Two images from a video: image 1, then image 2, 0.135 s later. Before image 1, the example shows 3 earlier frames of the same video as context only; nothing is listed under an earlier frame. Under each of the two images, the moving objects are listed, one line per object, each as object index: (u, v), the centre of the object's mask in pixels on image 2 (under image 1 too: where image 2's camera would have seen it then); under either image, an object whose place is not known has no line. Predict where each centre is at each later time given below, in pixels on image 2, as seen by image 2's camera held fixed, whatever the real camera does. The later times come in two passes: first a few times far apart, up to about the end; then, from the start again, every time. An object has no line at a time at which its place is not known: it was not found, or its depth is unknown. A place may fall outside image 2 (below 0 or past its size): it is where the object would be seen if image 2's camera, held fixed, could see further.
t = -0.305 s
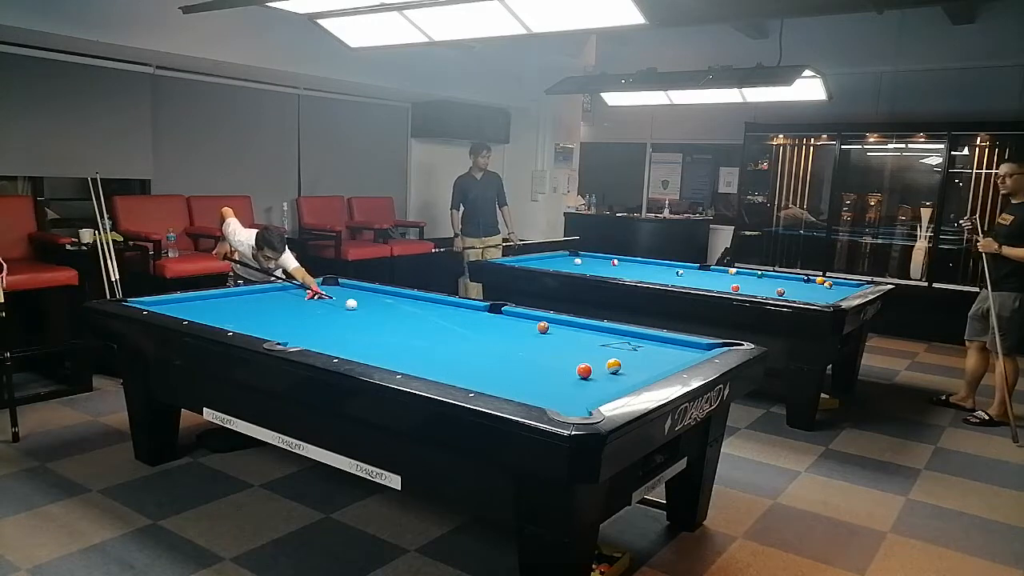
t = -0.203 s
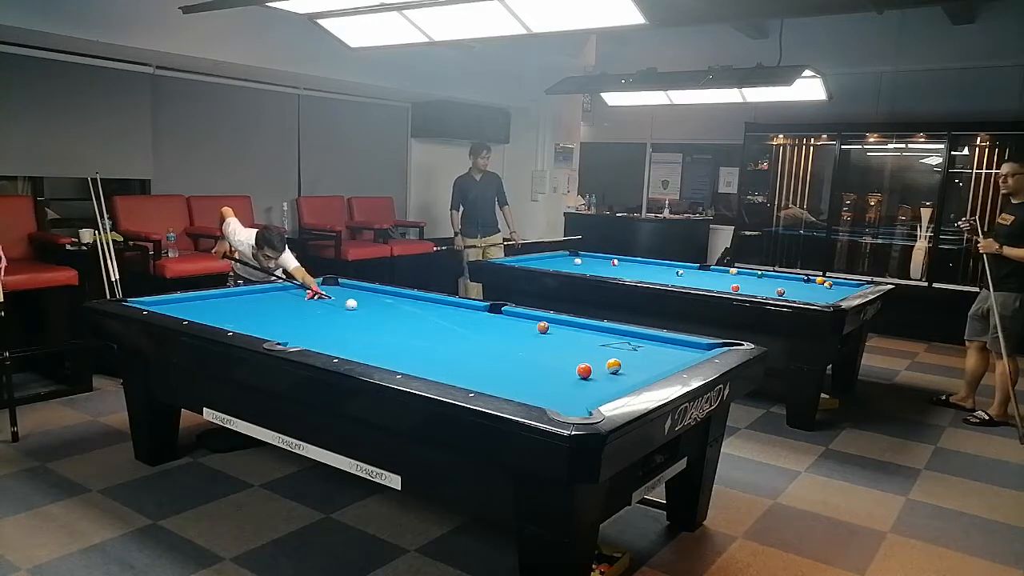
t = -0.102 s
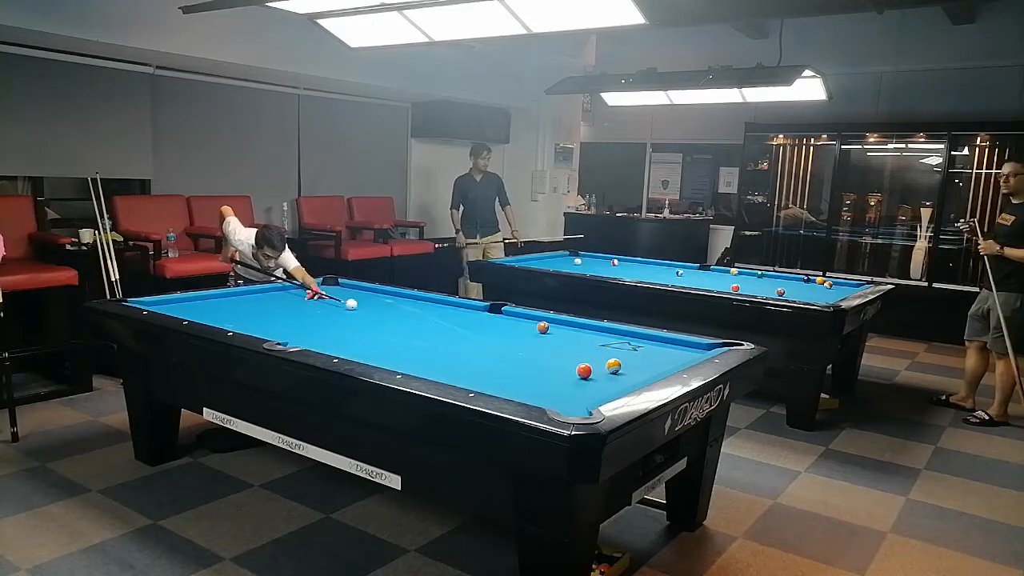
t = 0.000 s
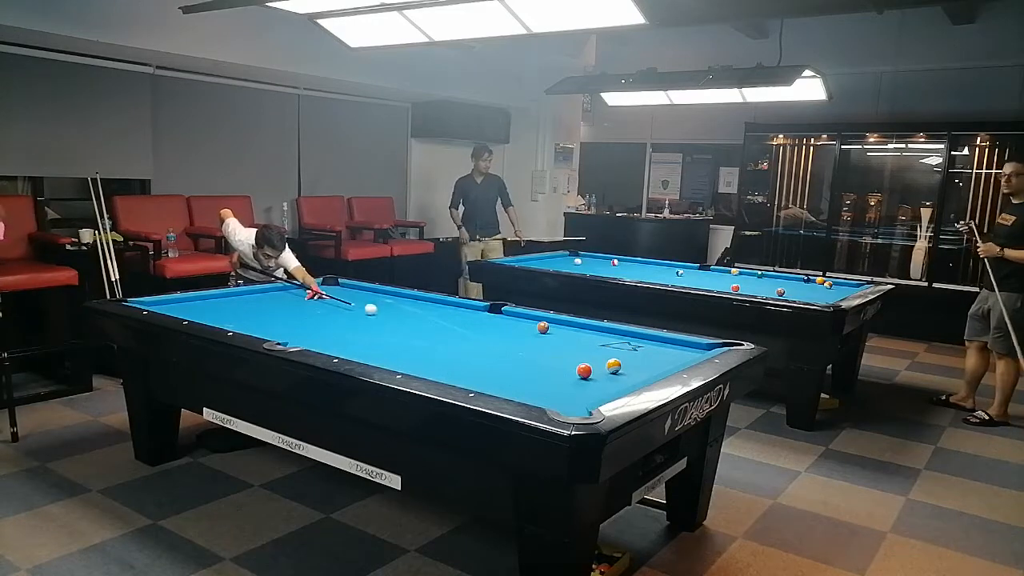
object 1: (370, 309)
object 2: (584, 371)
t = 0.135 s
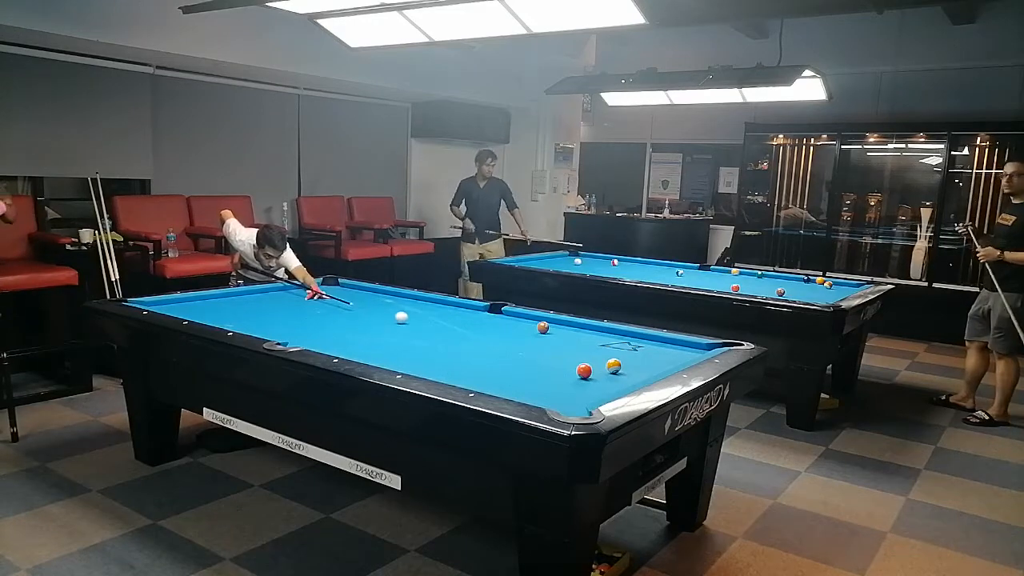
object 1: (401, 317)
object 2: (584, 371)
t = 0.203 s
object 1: (415, 321)
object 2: (584, 371)
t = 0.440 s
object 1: (469, 336)
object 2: (584, 371)
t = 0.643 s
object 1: (522, 350)
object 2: (584, 371)
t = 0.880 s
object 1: (595, 367)
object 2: (584, 372)
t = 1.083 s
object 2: (583, 382)
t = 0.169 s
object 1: (408, 319)
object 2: (584, 371)
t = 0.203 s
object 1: (415, 321)
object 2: (584, 371)
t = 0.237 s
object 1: (422, 323)
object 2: (584, 371)
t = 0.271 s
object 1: (430, 325)
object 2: (584, 371)
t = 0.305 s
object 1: (437, 327)
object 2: (584, 371)
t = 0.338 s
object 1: (445, 329)
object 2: (584, 371)
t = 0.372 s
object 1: (453, 332)
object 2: (584, 371)
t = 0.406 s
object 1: (461, 334)
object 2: (584, 371)
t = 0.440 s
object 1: (469, 336)
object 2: (584, 371)
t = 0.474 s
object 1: (478, 338)
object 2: (584, 371)
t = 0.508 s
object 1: (486, 340)
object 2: (584, 371)
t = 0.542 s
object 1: (495, 343)
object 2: (584, 371)
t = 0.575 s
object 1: (504, 345)
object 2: (584, 371)
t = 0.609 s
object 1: (513, 347)
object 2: (584, 371)
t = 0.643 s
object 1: (522, 350)
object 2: (584, 371)
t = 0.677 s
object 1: (531, 353)
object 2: (584, 371)
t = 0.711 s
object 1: (541, 355)
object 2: (584, 371)
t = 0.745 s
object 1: (551, 358)
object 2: (584, 370)
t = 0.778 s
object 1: (561, 361)
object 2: (584, 371)
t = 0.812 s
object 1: (571, 363)
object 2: (584, 371)
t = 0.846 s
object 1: (581, 362)
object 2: (584, 371)
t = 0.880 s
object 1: (595, 367)
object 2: (584, 372)
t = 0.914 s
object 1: (604, 369)
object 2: (584, 374)
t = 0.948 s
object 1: (616, 371)
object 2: (584, 376)
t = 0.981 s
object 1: (626, 372)
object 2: (584, 377)
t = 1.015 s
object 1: (638, 373)
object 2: (584, 379)
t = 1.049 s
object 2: (583, 380)
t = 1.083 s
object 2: (583, 382)
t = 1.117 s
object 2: (583, 383)
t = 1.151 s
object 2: (583, 385)
